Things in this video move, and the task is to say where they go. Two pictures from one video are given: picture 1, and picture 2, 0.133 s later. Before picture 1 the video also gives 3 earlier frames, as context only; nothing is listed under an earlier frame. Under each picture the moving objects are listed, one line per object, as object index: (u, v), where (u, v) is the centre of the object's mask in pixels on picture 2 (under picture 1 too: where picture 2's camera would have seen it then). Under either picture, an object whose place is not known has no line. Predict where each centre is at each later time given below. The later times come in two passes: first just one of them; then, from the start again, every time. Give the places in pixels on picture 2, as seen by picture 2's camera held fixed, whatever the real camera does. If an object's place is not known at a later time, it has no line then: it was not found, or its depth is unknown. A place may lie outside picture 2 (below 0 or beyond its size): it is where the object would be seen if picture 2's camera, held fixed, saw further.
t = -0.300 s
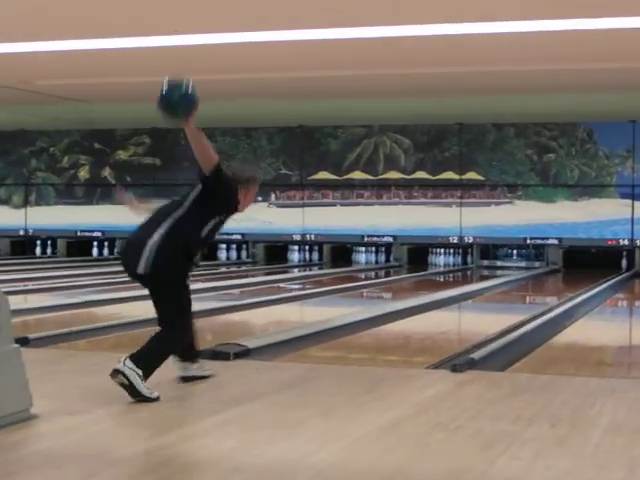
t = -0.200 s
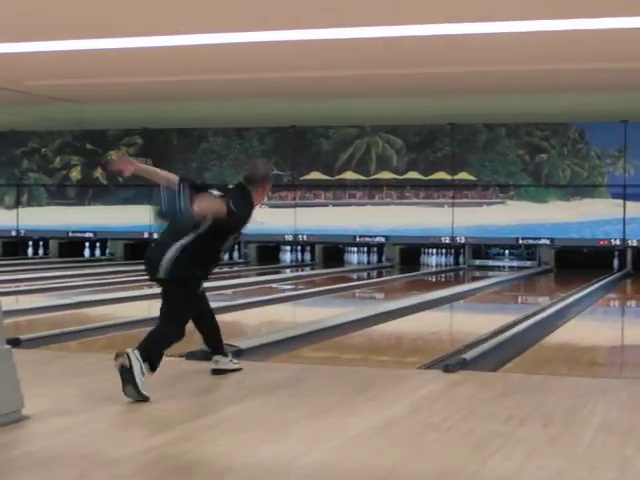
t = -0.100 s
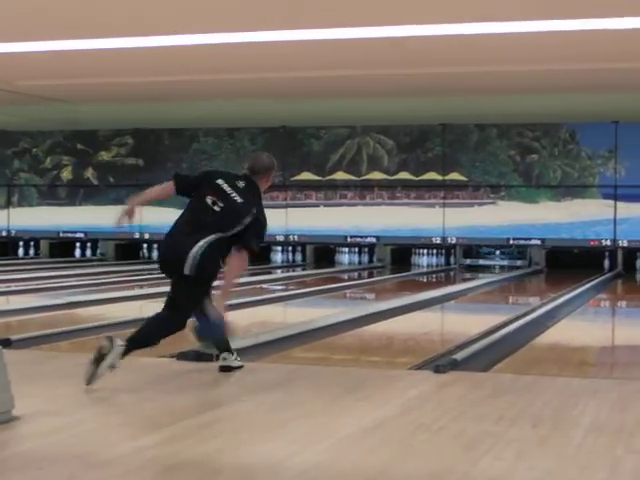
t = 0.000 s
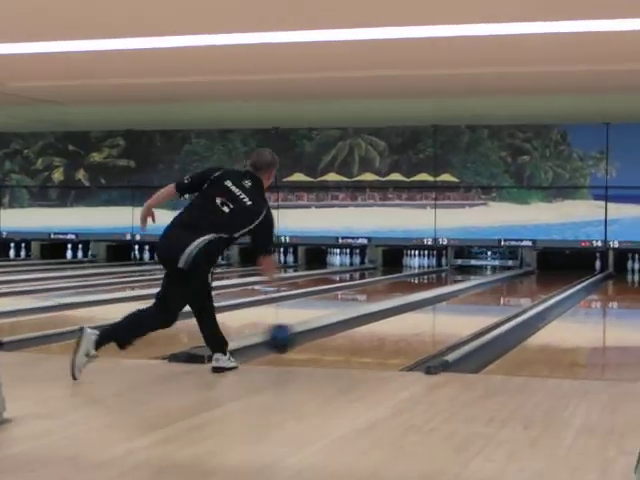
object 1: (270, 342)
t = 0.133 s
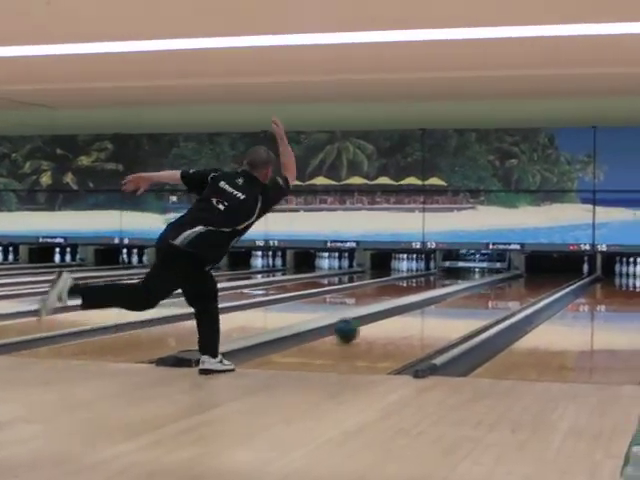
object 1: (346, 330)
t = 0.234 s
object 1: (388, 320)
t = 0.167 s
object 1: (361, 327)
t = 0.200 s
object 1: (375, 324)
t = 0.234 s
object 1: (388, 320)
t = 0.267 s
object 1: (400, 318)
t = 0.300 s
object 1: (411, 315)
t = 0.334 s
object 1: (421, 311)
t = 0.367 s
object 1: (431, 309)
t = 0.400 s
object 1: (440, 307)
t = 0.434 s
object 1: (448, 304)
